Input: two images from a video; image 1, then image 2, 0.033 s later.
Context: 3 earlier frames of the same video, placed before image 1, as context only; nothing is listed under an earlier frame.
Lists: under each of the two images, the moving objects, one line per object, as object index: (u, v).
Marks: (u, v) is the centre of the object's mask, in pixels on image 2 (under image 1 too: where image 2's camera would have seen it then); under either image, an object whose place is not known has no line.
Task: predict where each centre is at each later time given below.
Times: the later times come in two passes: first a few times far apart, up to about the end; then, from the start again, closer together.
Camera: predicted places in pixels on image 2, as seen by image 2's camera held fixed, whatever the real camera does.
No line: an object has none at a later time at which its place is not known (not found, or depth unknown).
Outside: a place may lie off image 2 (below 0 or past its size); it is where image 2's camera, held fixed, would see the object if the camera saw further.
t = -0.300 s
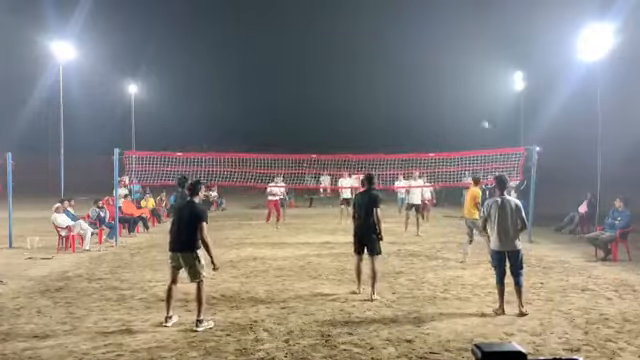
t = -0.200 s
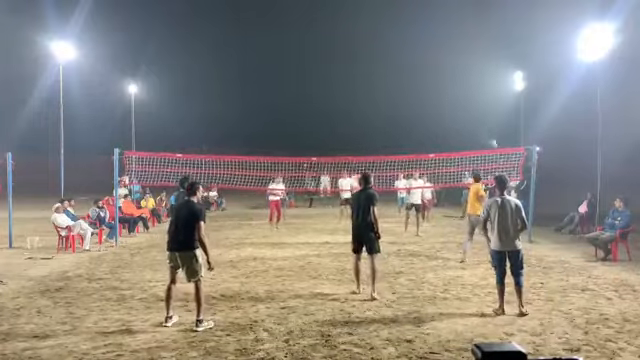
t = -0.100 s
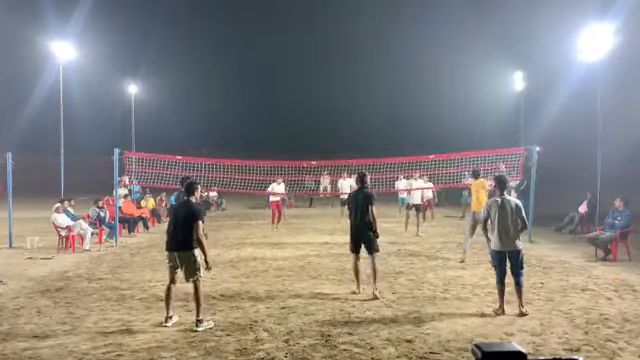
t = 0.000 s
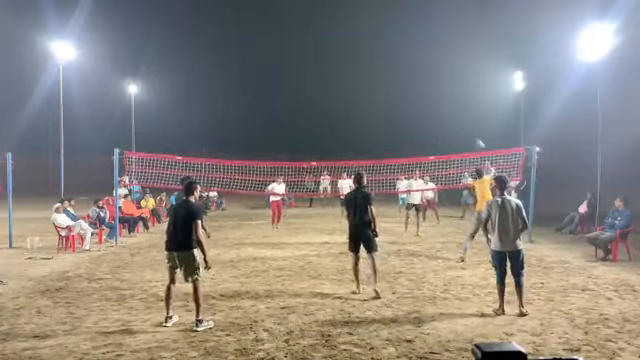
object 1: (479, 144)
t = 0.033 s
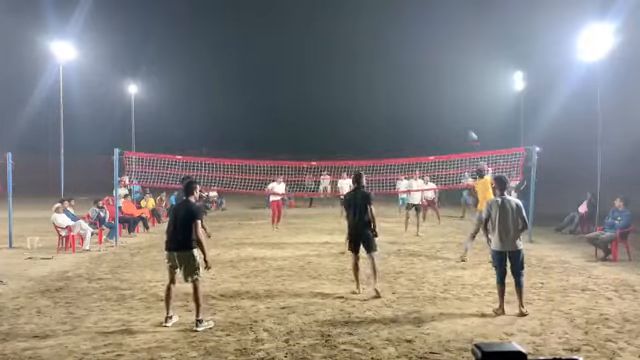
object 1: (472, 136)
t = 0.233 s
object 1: (432, 102)
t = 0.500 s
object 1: (391, 92)
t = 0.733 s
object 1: (365, 103)
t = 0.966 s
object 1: (344, 128)
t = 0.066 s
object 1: (465, 128)
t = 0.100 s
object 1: (459, 121)
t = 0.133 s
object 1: (452, 116)
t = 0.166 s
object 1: (444, 109)
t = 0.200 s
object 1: (438, 106)
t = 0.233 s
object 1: (432, 102)
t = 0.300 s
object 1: (420, 96)
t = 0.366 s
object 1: (410, 92)
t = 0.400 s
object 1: (405, 92)
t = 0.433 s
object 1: (401, 92)
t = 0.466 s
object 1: (395, 91)
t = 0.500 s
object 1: (391, 92)
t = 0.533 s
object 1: (387, 92)
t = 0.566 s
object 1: (383, 93)
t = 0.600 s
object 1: (379, 95)
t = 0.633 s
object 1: (376, 97)
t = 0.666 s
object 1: (372, 99)
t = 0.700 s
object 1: (368, 101)
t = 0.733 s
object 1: (365, 103)
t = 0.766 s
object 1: (362, 106)
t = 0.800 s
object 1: (358, 109)
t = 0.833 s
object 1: (355, 112)
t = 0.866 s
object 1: (352, 116)
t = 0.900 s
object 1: (350, 119)
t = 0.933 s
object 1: (347, 124)
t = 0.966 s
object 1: (344, 128)
